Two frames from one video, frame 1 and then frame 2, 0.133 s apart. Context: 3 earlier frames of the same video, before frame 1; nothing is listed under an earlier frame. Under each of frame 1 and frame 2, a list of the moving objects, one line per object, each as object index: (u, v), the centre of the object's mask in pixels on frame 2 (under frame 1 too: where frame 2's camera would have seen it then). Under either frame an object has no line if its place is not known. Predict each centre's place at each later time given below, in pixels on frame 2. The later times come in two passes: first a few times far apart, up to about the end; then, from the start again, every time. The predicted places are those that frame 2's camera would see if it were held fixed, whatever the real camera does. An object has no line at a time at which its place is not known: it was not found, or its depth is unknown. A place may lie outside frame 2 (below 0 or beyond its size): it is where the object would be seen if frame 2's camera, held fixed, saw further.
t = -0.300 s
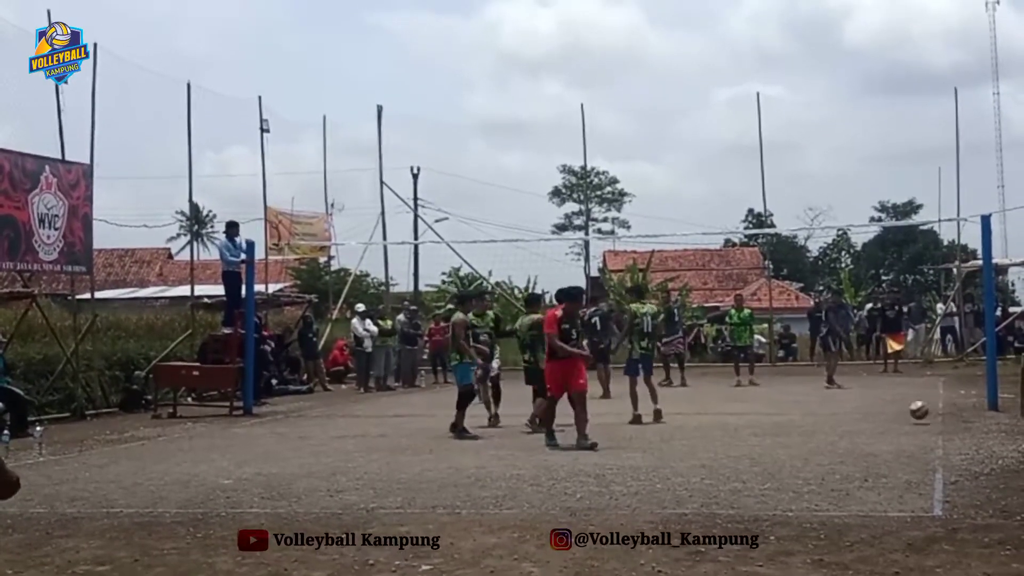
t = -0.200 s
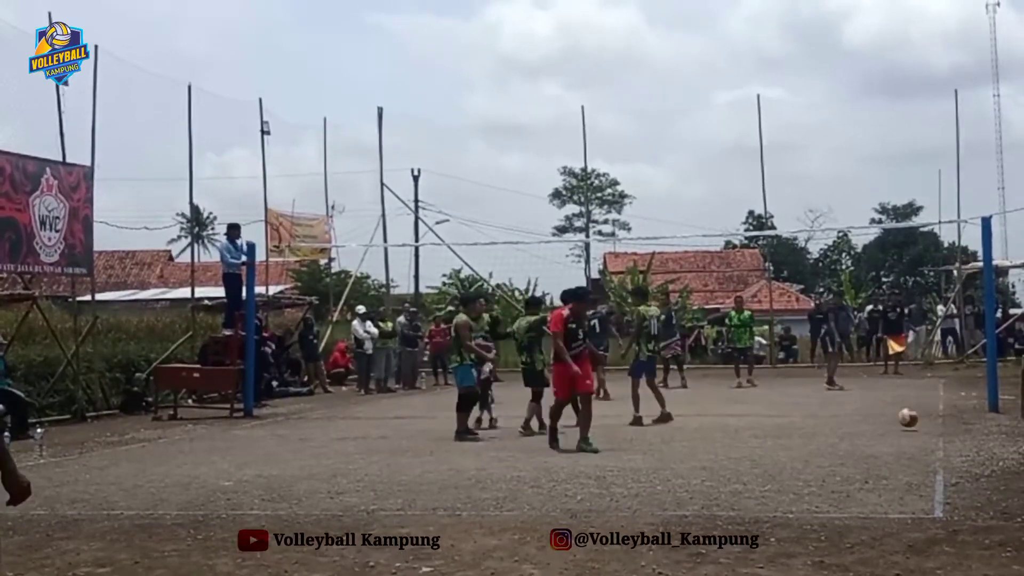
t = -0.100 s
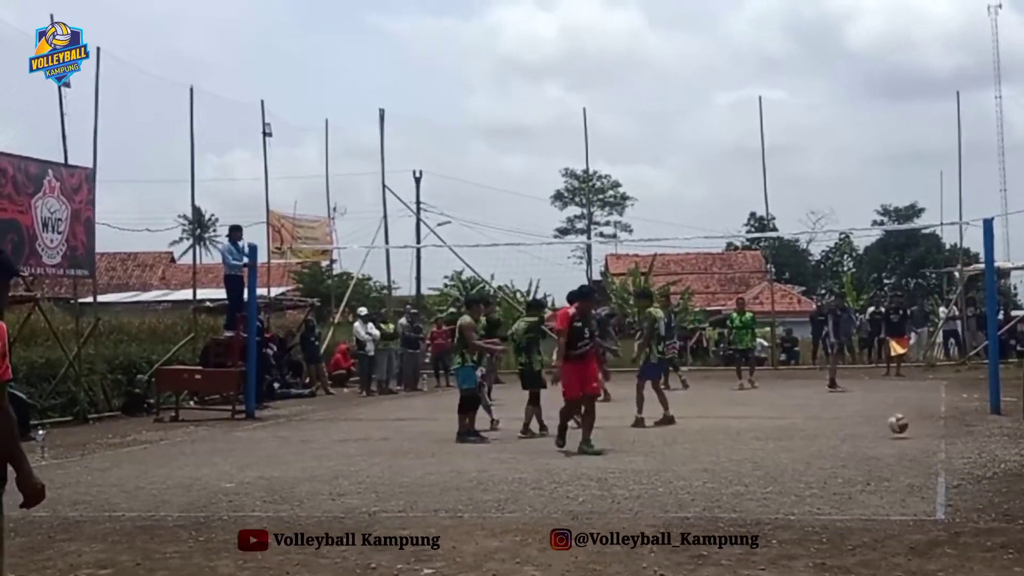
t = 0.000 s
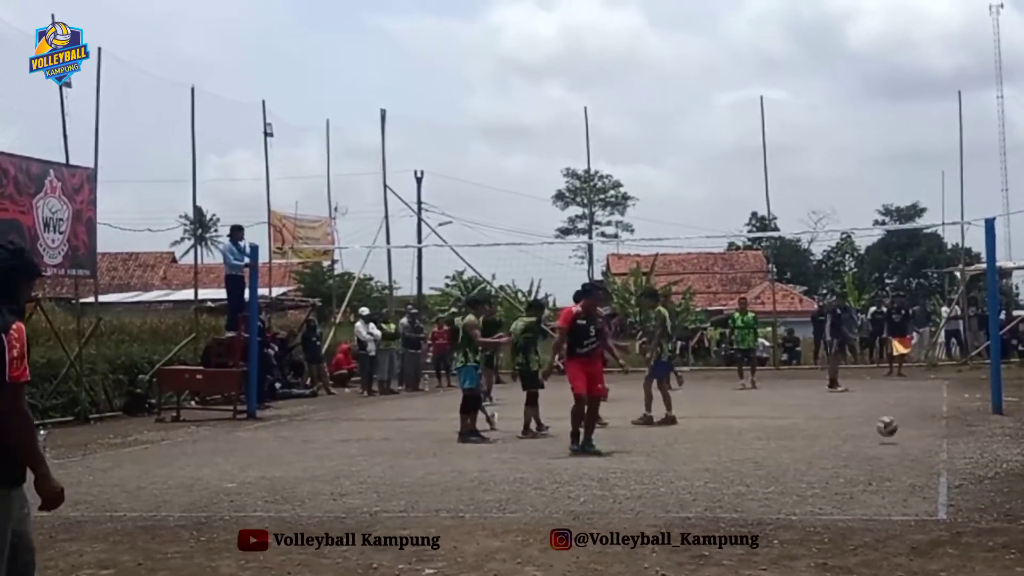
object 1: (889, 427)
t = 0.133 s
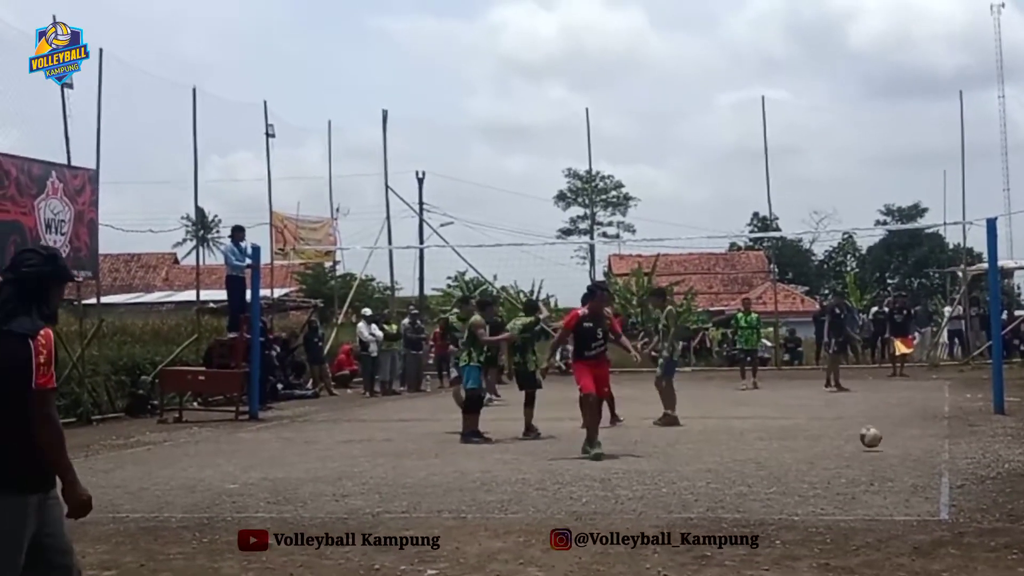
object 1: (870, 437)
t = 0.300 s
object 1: (845, 443)
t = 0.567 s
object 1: (798, 467)
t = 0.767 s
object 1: (756, 491)
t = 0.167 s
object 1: (866, 435)
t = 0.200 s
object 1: (861, 435)
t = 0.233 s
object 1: (856, 436)
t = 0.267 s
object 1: (850, 438)
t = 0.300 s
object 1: (845, 443)
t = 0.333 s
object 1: (840, 448)
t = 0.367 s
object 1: (835, 455)
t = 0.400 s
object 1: (828, 459)
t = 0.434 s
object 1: (822, 458)
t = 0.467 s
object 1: (817, 457)
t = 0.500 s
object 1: (811, 458)
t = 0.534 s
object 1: (804, 462)
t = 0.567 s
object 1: (798, 467)
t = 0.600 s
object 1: (791, 473)
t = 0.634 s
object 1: (785, 478)
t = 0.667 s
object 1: (778, 480)
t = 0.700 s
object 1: (770, 485)
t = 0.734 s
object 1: (763, 487)
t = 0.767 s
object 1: (756, 491)
